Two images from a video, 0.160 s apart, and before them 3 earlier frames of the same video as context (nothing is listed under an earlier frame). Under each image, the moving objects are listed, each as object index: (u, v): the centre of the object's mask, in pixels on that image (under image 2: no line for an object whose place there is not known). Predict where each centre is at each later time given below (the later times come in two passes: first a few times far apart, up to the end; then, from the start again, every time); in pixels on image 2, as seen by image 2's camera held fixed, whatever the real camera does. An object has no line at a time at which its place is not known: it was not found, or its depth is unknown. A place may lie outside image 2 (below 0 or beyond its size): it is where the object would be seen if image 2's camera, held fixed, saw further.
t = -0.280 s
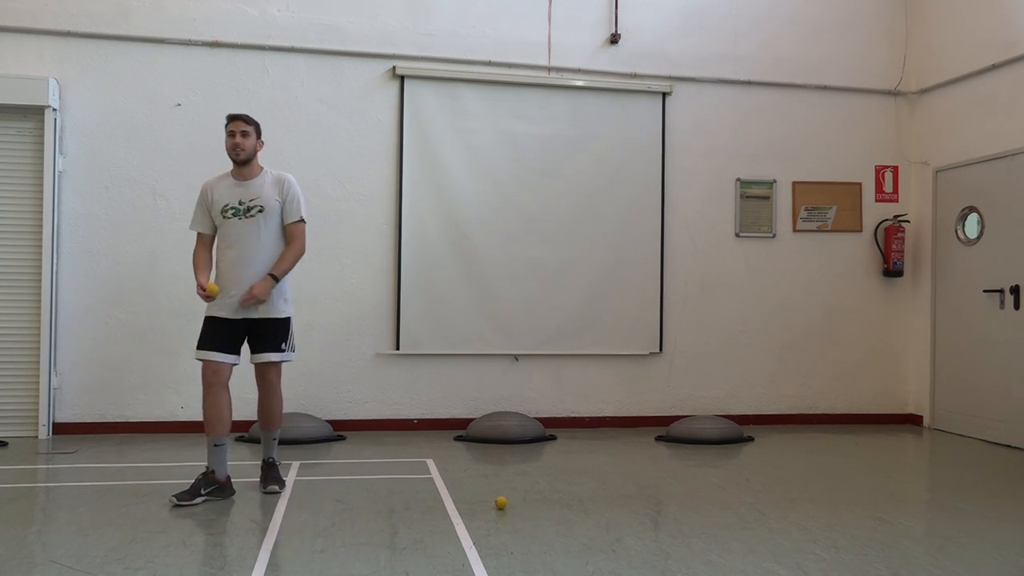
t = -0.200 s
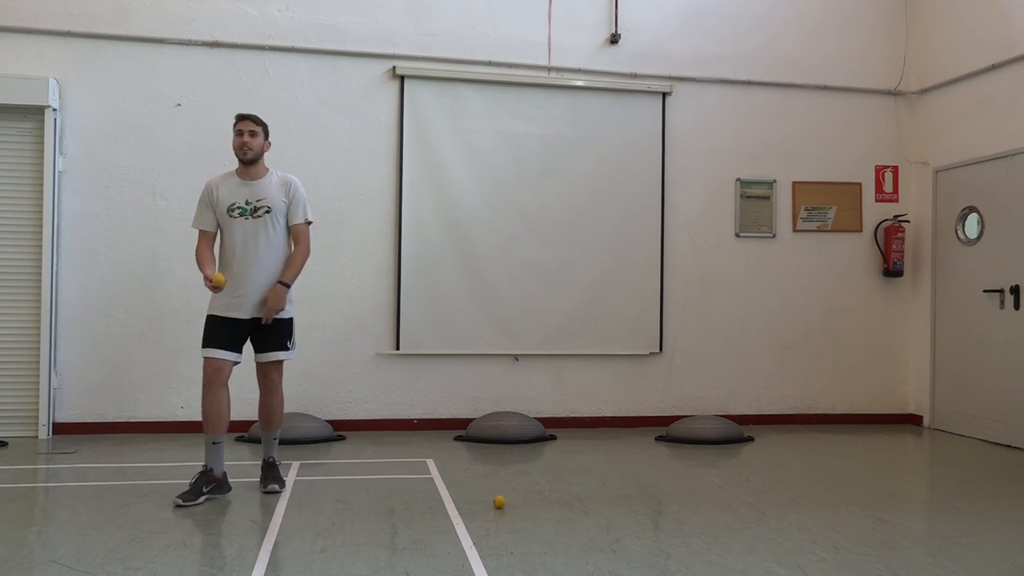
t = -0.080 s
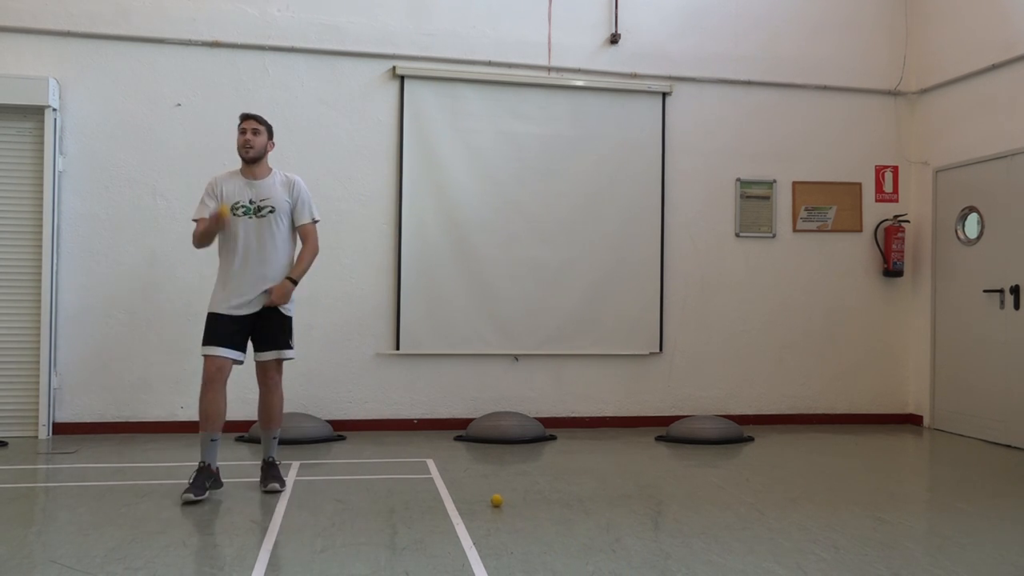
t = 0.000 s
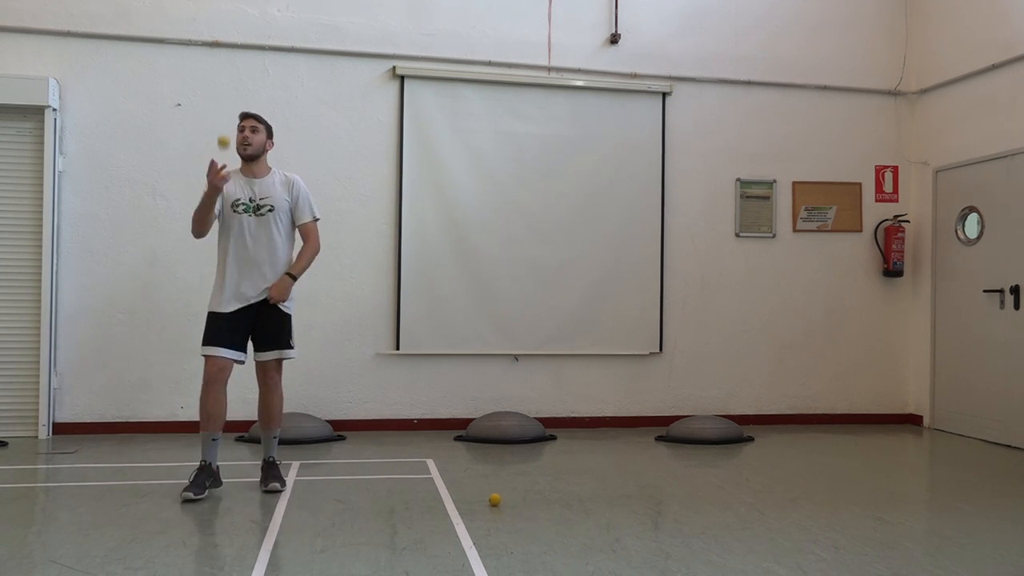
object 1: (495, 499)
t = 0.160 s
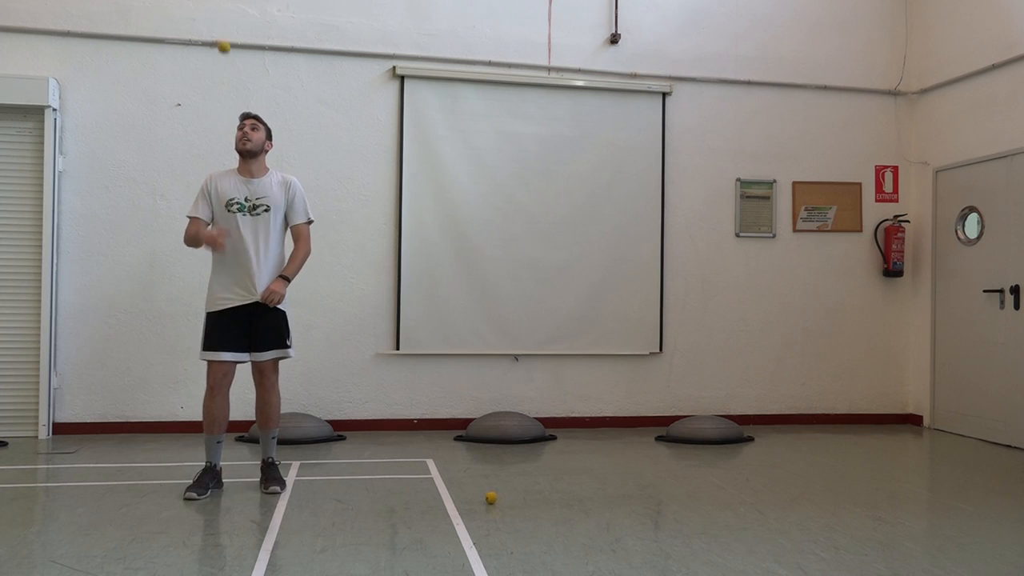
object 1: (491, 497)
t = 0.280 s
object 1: (488, 496)
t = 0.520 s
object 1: (482, 493)
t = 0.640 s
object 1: (480, 492)
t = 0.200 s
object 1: (490, 497)
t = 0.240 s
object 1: (489, 497)
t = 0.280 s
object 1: (488, 496)
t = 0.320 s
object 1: (487, 495)
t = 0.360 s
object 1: (486, 495)
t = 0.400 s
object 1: (485, 494)
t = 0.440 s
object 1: (484, 494)
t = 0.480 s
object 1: (483, 493)
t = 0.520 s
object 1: (482, 493)
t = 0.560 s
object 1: (481, 493)
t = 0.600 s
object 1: (480, 492)
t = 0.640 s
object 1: (480, 492)
